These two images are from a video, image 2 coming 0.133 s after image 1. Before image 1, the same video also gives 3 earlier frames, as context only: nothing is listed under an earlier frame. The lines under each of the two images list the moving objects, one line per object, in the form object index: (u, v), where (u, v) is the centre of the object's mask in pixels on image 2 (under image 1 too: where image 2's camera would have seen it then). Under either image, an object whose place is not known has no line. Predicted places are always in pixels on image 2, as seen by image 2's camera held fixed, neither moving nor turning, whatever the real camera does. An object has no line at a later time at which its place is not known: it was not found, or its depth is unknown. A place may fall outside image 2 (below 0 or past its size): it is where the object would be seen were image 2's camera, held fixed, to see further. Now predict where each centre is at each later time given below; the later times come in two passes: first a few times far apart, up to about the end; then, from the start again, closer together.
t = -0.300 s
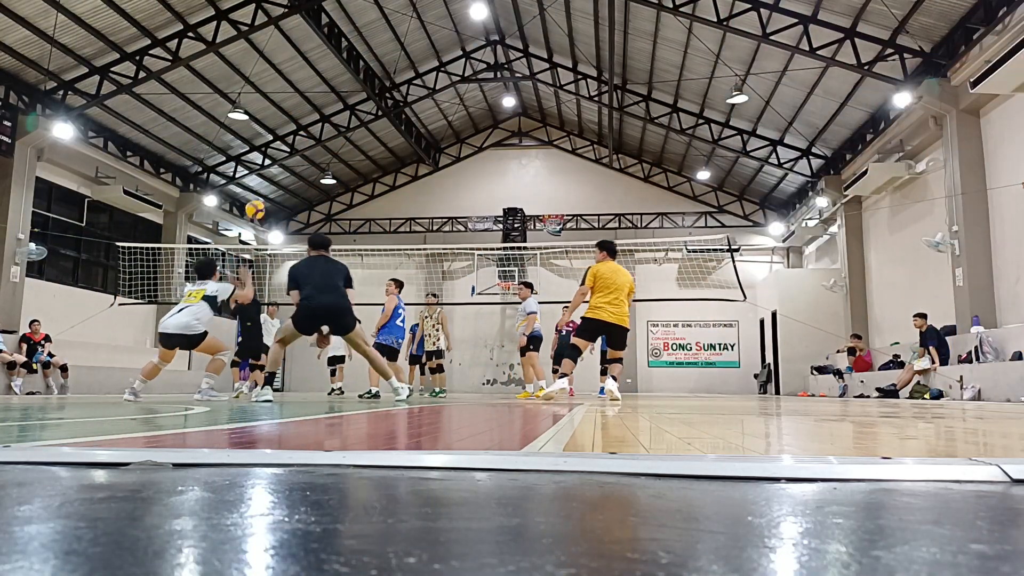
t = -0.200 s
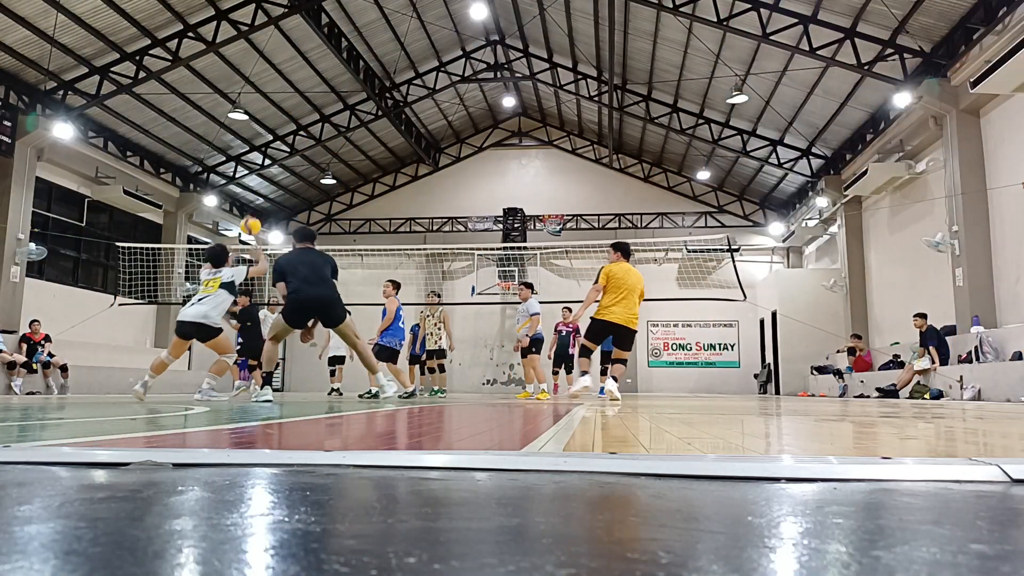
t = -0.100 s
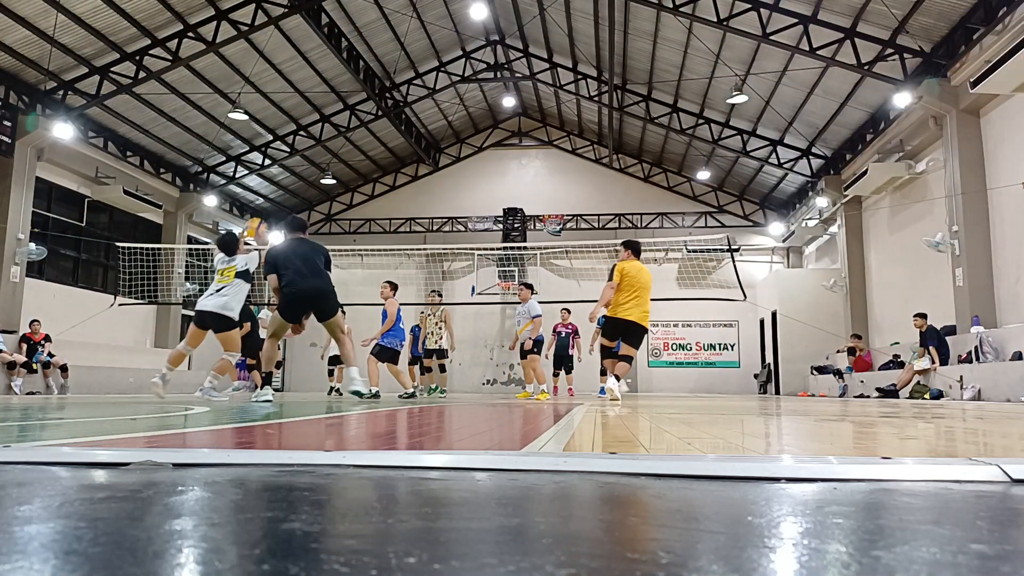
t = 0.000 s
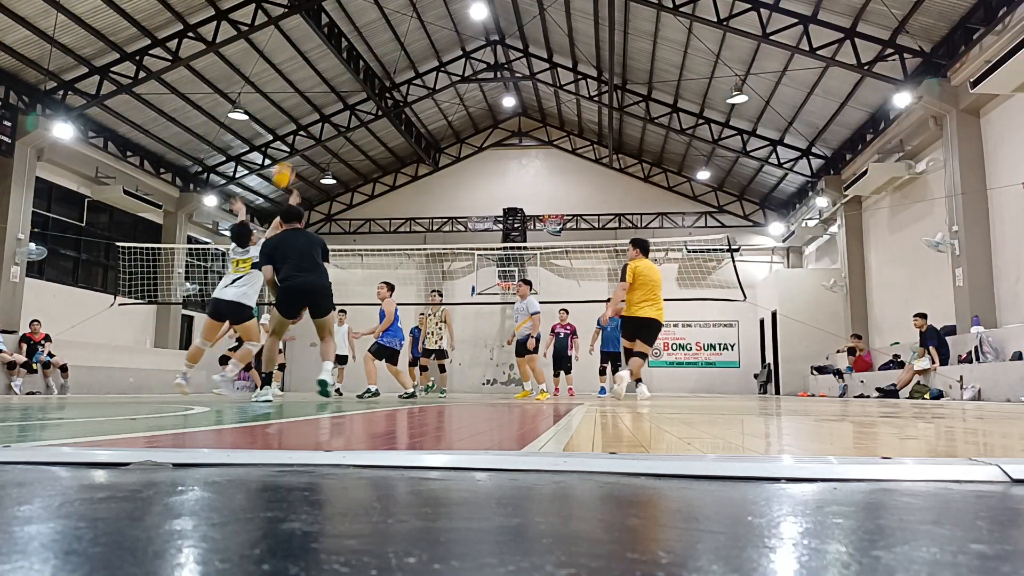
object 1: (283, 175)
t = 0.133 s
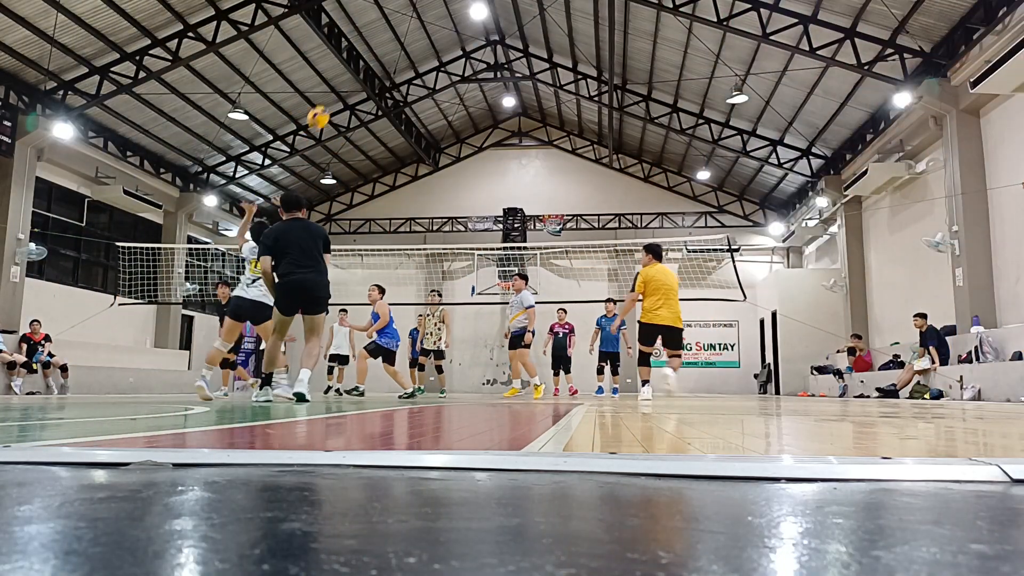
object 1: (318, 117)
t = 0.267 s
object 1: (350, 78)
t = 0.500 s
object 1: (398, 48)
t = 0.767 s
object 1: (446, 68)
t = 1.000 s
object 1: (484, 127)
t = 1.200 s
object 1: (513, 208)
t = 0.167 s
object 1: (326, 106)
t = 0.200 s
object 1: (335, 95)
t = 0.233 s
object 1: (343, 87)
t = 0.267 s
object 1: (350, 78)
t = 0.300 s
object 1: (358, 71)
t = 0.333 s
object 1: (365, 65)
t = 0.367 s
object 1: (371, 60)
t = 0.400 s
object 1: (378, 55)
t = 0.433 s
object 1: (385, 52)
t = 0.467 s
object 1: (392, 49)
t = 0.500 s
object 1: (398, 48)
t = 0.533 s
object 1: (405, 47)
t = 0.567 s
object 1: (411, 48)
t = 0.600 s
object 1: (417, 50)
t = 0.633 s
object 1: (424, 52)
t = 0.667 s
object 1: (429, 54)
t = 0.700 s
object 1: (435, 58)
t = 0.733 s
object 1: (440, 63)
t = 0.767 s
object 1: (446, 68)
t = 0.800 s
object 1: (452, 74)
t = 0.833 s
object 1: (458, 81)
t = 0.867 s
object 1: (463, 89)
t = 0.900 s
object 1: (468, 97)
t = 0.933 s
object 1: (474, 107)
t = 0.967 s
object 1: (479, 117)
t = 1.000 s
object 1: (484, 127)
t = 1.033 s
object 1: (489, 139)
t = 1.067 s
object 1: (493, 151)
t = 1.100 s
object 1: (498, 163)
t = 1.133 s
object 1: (504, 178)
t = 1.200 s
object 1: (513, 208)
